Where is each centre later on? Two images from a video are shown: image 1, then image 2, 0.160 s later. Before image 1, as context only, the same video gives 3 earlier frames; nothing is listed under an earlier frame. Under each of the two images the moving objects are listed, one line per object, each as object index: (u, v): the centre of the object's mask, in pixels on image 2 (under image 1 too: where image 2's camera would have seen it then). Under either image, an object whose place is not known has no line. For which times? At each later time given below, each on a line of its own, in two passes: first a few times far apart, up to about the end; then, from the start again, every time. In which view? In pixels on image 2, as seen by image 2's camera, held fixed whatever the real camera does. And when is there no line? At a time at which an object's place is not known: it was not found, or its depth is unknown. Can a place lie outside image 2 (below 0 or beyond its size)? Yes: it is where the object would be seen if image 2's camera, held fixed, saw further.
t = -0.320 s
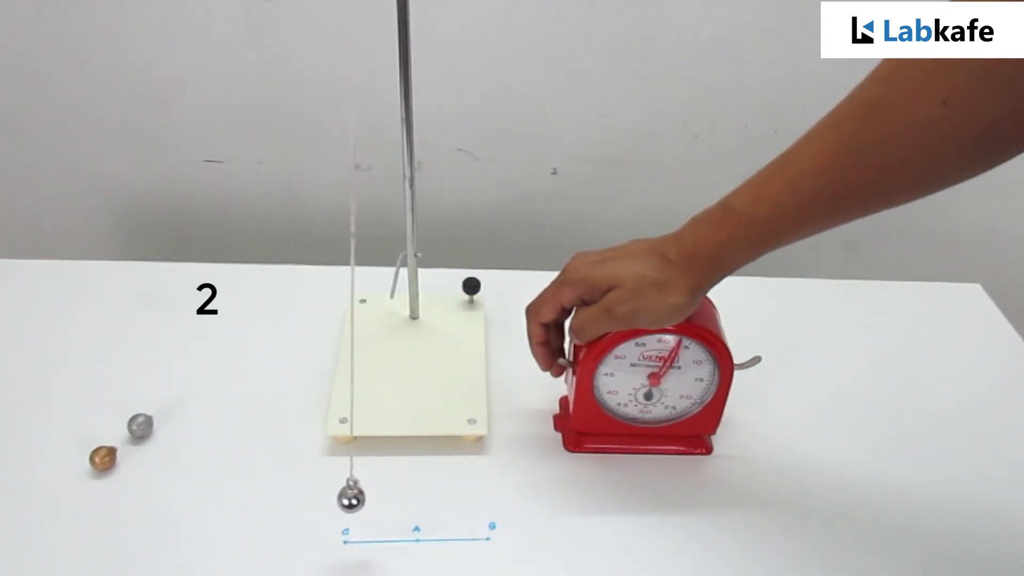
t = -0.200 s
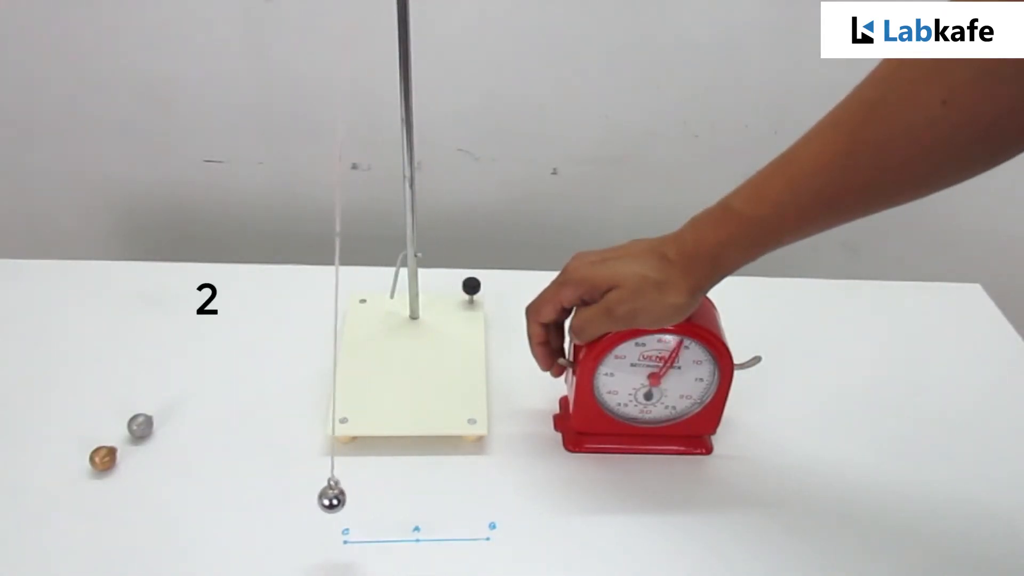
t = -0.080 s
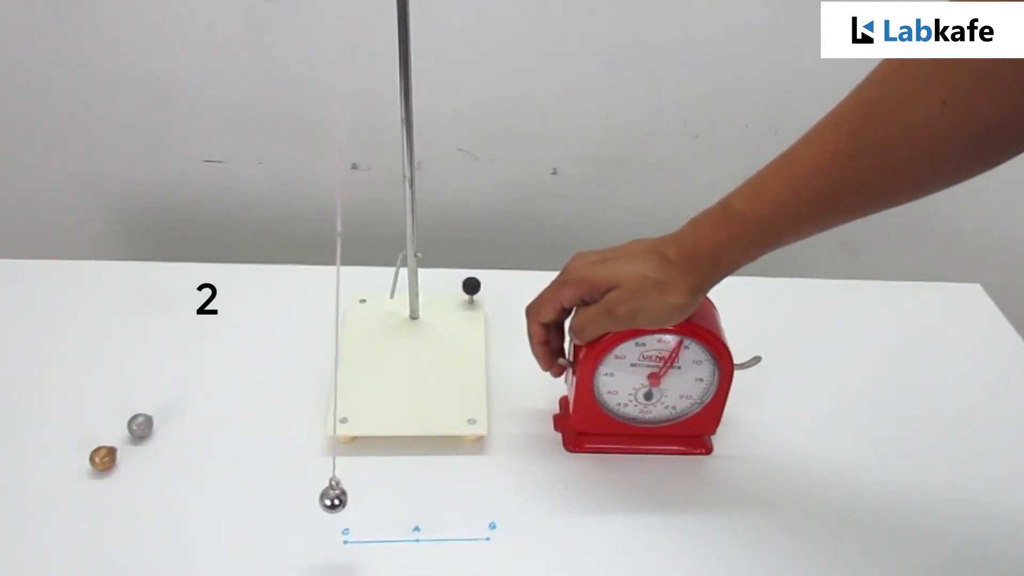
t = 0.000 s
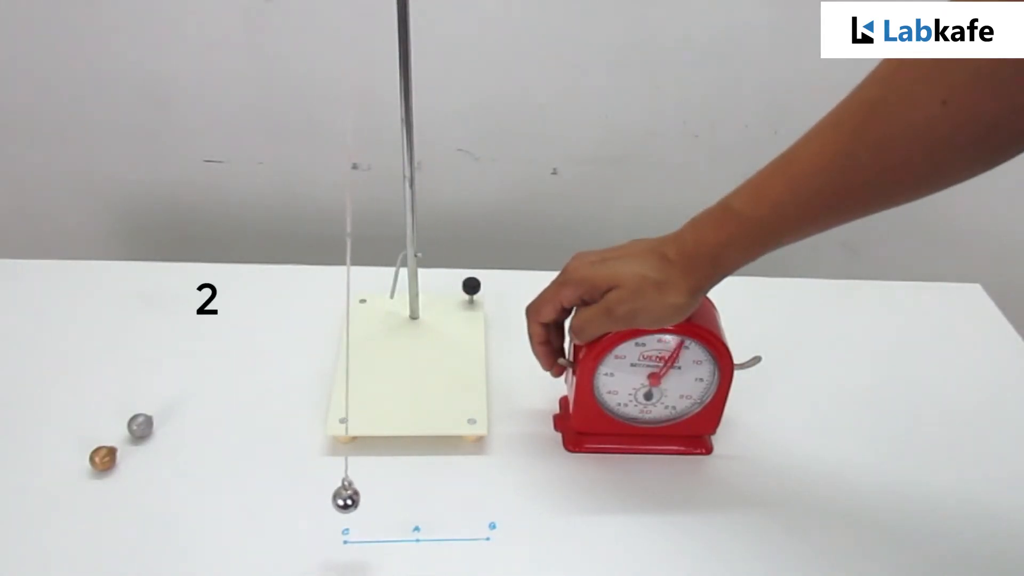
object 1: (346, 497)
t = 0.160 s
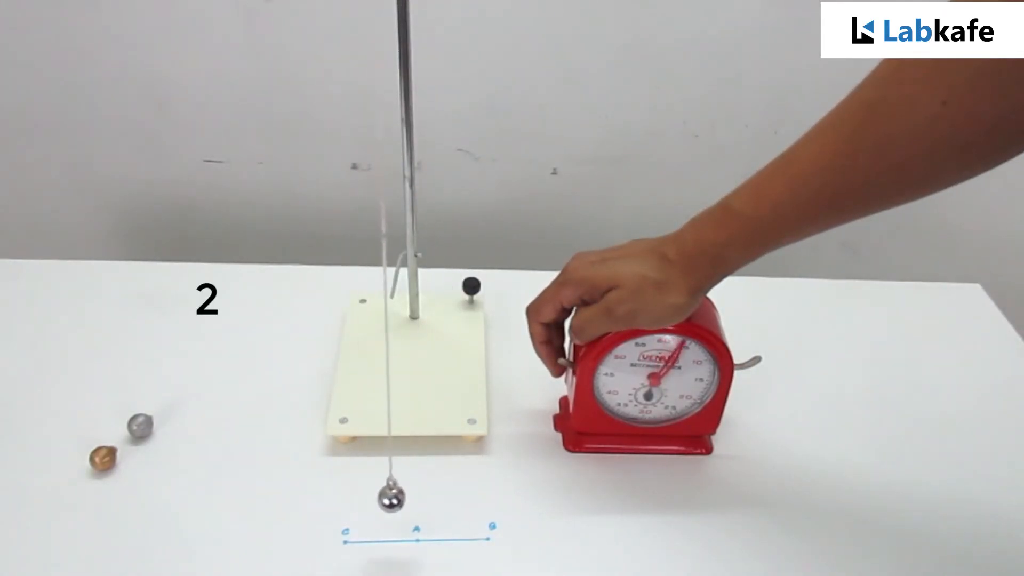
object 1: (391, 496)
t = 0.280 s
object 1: (432, 494)
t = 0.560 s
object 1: (485, 489)
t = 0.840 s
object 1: (437, 494)
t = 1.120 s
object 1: (350, 497)
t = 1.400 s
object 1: (340, 497)
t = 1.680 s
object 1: (420, 495)
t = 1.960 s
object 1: (483, 489)
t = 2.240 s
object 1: (448, 493)
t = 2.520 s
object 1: (360, 497)
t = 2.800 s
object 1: (335, 497)
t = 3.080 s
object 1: (408, 495)
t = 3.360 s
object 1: (480, 489)
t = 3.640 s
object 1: (457, 492)
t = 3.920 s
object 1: (370, 496)
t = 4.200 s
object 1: (333, 497)
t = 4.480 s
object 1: (397, 496)
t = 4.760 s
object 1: (475, 490)
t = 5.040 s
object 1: (465, 491)
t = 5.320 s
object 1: (381, 496)
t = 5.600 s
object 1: (332, 497)
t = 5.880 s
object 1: (385, 497)
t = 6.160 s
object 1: (468, 491)
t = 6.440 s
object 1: (471, 490)
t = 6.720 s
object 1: (392, 496)
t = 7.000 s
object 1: (333, 497)
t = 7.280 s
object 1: (374, 497)
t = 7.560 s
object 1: (459, 492)
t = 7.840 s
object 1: (476, 490)
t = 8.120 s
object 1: (403, 495)
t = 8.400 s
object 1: (335, 497)
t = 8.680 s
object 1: (364, 497)
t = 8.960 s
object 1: (451, 493)
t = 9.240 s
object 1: (480, 489)
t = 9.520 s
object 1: (415, 494)
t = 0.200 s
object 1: (405, 496)
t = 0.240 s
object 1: (418, 495)
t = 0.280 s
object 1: (432, 494)
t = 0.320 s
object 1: (444, 493)
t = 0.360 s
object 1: (455, 492)
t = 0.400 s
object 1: (465, 491)
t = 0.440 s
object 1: (473, 490)
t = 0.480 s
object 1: (479, 490)
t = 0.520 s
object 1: (483, 489)
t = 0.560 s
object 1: (485, 489)
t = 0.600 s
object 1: (484, 489)
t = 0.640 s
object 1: (481, 490)
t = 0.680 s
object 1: (476, 490)
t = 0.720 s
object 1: (469, 491)
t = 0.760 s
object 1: (460, 492)
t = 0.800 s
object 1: (449, 493)
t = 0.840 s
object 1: (437, 494)
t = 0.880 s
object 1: (424, 494)
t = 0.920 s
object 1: (411, 495)
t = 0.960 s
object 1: (398, 496)
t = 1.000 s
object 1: (384, 497)
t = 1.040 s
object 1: (372, 497)
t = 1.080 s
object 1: (360, 497)
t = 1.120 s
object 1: (350, 497)
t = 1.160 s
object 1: (342, 497)
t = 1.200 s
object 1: (336, 497)
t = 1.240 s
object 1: (332, 497)
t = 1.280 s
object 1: (330, 497)
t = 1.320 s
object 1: (331, 498)
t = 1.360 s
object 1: (334, 498)
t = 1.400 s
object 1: (340, 497)
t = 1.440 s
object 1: (347, 498)
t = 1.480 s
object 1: (357, 498)
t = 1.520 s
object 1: (368, 497)
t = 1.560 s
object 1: (380, 497)
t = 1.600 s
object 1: (393, 497)
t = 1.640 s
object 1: (406, 496)
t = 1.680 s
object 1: (420, 495)
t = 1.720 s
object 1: (433, 494)
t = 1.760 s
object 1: (445, 493)
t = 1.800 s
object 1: (456, 492)
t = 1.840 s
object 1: (466, 492)
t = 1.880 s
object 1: (474, 491)
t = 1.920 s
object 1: (479, 490)
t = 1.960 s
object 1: (483, 489)
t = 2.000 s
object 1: (484, 489)
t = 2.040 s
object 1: (484, 489)
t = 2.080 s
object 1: (480, 489)
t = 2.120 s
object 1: (475, 490)
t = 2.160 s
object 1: (468, 491)
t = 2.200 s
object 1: (458, 492)
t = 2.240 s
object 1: (448, 493)
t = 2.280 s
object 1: (436, 493)
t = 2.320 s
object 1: (423, 494)
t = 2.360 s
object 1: (410, 495)
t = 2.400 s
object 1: (396, 495)
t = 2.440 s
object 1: (383, 496)
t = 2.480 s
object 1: (371, 496)
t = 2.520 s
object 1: (360, 497)
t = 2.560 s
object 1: (350, 497)
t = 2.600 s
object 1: (342, 497)
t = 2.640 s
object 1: (336, 497)
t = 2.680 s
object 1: (332, 497)
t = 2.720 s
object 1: (331, 497)
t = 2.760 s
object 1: (332, 497)
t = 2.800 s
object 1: (335, 497)
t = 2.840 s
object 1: (341, 497)
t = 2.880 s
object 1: (349, 497)
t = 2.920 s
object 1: (359, 497)
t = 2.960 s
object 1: (370, 497)
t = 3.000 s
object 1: (382, 497)
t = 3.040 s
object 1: (395, 496)
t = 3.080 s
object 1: (408, 495)
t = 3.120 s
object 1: (421, 495)
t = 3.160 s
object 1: (434, 494)
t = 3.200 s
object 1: (446, 493)
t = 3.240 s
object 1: (457, 492)
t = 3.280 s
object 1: (467, 491)
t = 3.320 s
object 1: (474, 490)
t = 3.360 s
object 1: (480, 489)
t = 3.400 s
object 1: (483, 489)
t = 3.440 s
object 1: (484, 489)
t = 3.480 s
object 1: (483, 489)
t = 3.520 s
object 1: (480, 489)
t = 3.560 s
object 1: (474, 490)
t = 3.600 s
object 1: (467, 490)
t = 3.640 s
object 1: (457, 492)
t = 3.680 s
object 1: (446, 492)
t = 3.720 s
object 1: (434, 493)
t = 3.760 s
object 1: (421, 494)
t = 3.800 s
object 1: (408, 495)
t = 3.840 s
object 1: (395, 495)
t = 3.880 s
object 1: (382, 496)
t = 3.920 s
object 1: (370, 496)
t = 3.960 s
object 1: (359, 496)
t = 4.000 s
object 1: (349, 496)
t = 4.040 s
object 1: (342, 496)
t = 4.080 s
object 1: (336, 497)
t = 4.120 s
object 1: (333, 496)
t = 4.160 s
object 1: (332, 497)
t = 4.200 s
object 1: (333, 497)
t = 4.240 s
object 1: (337, 497)
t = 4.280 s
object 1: (343, 497)
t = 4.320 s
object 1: (350, 497)
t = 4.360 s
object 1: (360, 497)
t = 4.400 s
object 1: (371, 497)
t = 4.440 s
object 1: (384, 496)
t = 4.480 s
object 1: (397, 496)
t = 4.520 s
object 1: (410, 495)
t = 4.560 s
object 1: (423, 495)
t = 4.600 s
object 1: (436, 494)
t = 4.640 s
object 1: (448, 493)
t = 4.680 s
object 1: (458, 492)
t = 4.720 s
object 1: (467, 491)
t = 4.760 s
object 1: (475, 490)
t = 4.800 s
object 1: (480, 489)
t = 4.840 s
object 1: (483, 489)
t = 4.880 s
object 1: (484, 489)
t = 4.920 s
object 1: (482, 489)
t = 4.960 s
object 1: (479, 489)
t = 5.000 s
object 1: (473, 490)
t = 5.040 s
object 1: (465, 491)
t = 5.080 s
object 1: (456, 492)
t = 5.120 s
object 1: (445, 492)
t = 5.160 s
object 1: (433, 493)
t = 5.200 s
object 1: (420, 494)
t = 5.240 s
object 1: (407, 495)
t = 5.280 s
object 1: (393, 496)
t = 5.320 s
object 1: (381, 496)
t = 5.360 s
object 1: (369, 496)
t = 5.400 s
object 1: (358, 496)
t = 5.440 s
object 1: (349, 497)
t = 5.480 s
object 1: (341, 497)
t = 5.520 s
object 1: (336, 497)
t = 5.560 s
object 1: (333, 497)
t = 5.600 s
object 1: (332, 497)
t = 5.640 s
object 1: (334, 497)
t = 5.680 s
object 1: (338, 497)
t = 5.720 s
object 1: (344, 497)
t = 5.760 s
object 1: (352, 497)
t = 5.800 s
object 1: (362, 497)
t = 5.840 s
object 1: (373, 497)
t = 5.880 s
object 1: (385, 497)
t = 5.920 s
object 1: (398, 496)
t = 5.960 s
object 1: (411, 495)
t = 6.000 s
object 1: (424, 495)
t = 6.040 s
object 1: (437, 494)
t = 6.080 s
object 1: (449, 493)
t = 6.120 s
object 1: (459, 492)
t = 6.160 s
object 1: (468, 491)
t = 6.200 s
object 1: (475, 490)
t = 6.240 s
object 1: (480, 490)
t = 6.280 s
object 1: (483, 489)
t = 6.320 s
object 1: (483, 489)
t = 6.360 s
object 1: (482, 489)
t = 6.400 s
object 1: (477, 490)
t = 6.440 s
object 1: (471, 490)
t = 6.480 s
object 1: (464, 491)
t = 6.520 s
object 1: (454, 492)
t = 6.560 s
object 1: (443, 493)
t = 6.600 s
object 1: (431, 494)
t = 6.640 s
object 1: (418, 495)
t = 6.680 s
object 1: (404, 495)
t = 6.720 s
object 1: (392, 496)
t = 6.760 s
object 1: (379, 496)
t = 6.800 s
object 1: (367, 497)
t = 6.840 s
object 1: (357, 497)
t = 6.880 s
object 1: (348, 497)
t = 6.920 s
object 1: (341, 497)
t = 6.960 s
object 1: (336, 497)
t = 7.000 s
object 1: (333, 497)
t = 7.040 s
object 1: (332, 497)
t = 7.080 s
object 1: (334, 497)
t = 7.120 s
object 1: (338, 497)
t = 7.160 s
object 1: (345, 497)
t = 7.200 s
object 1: (353, 497)
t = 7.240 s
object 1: (363, 497)
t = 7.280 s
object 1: (374, 497)
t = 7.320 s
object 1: (387, 497)
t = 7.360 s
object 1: (399, 496)
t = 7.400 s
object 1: (412, 496)
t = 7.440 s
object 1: (425, 495)
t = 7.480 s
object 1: (438, 494)
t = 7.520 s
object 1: (449, 493)
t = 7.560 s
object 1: (459, 492)
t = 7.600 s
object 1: (468, 491)
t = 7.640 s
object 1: (475, 490)
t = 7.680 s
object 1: (479, 490)
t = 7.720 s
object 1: (482, 489)
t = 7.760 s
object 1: (482, 489)
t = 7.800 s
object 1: (480, 489)
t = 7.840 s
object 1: (476, 490)
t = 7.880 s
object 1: (470, 490)
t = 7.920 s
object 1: (462, 491)
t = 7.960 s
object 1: (452, 492)
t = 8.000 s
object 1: (441, 493)
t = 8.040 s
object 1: (429, 494)
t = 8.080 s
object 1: (416, 494)
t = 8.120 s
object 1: (403, 495)
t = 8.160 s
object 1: (390, 496)
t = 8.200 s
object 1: (378, 496)
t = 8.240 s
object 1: (366, 496)
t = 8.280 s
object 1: (356, 496)
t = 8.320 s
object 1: (347, 497)
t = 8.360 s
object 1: (340, 497)
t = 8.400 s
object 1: (335, 497)
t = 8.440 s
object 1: (333, 497)
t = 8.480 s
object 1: (333, 497)
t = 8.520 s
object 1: (335, 497)
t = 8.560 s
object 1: (339, 497)
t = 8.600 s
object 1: (346, 497)
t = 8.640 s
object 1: (354, 497)
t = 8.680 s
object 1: (364, 497)
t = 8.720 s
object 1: (376, 497)
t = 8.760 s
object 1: (388, 496)
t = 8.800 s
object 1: (401, 496)
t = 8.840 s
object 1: (414, 495)
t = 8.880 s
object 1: (427, 494)
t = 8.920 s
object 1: (439, 493)
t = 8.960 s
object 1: (451, 493)
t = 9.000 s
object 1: (460, 492)
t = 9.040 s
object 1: (469, 491)
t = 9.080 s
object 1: (475, 490)
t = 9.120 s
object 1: (480, 489)
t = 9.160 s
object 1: (482, 489)
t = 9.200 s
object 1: (482, 489)
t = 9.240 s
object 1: (480, 489)
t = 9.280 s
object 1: (475, 489)
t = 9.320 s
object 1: (469, 490)
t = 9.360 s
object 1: (461, 491)
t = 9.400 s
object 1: (451, 492)
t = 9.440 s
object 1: (440, 492)
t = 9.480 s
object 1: (428, 493)
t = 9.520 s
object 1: (415, 494)
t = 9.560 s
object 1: (402, 495)
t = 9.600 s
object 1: (389, 495)
